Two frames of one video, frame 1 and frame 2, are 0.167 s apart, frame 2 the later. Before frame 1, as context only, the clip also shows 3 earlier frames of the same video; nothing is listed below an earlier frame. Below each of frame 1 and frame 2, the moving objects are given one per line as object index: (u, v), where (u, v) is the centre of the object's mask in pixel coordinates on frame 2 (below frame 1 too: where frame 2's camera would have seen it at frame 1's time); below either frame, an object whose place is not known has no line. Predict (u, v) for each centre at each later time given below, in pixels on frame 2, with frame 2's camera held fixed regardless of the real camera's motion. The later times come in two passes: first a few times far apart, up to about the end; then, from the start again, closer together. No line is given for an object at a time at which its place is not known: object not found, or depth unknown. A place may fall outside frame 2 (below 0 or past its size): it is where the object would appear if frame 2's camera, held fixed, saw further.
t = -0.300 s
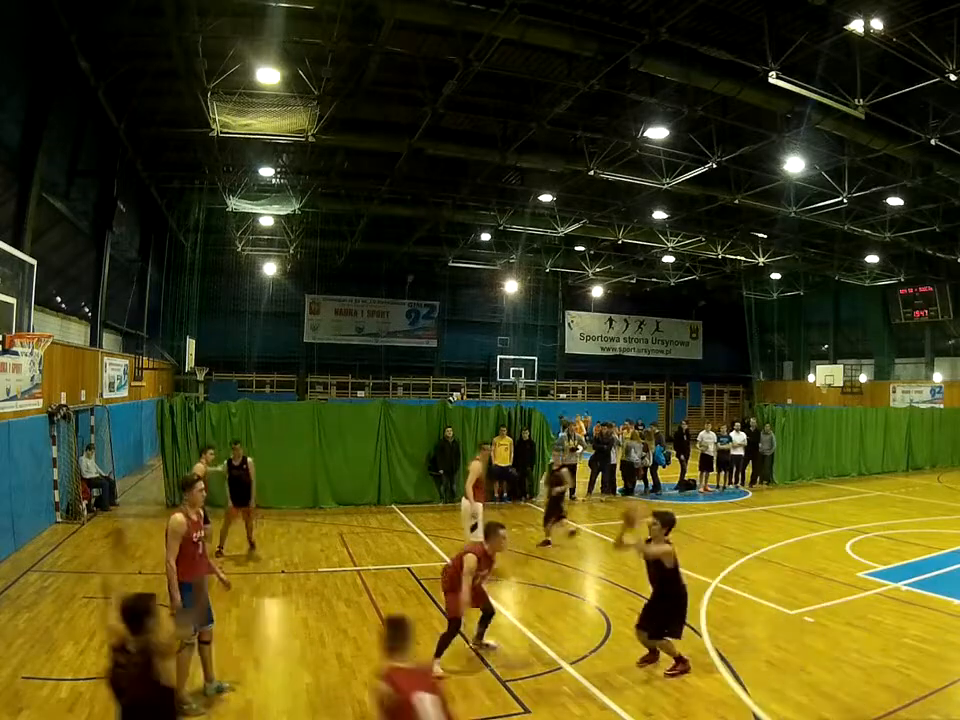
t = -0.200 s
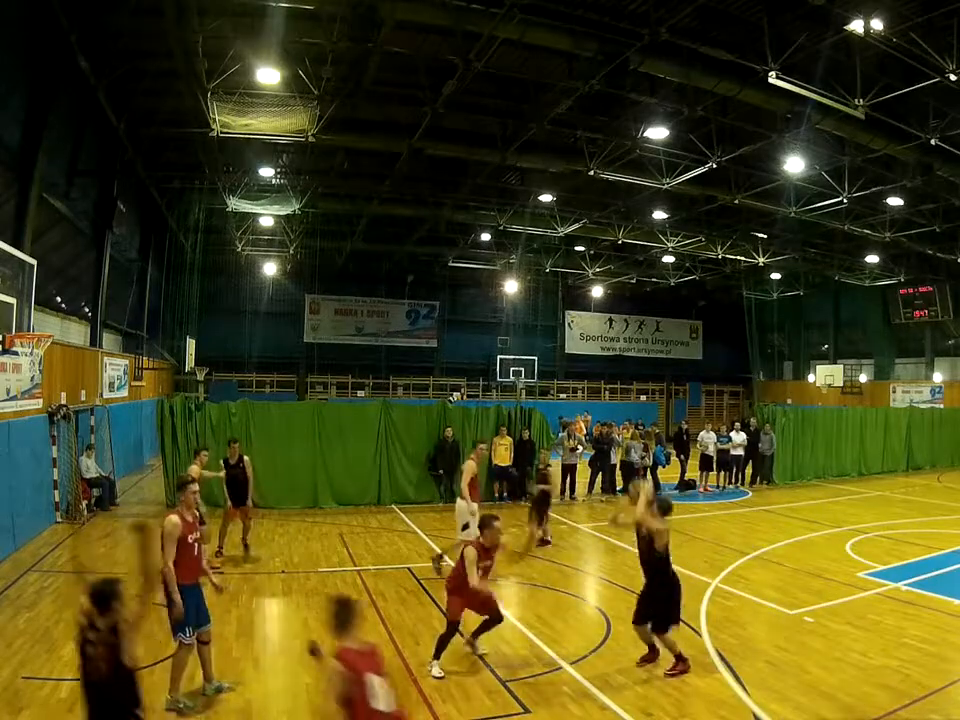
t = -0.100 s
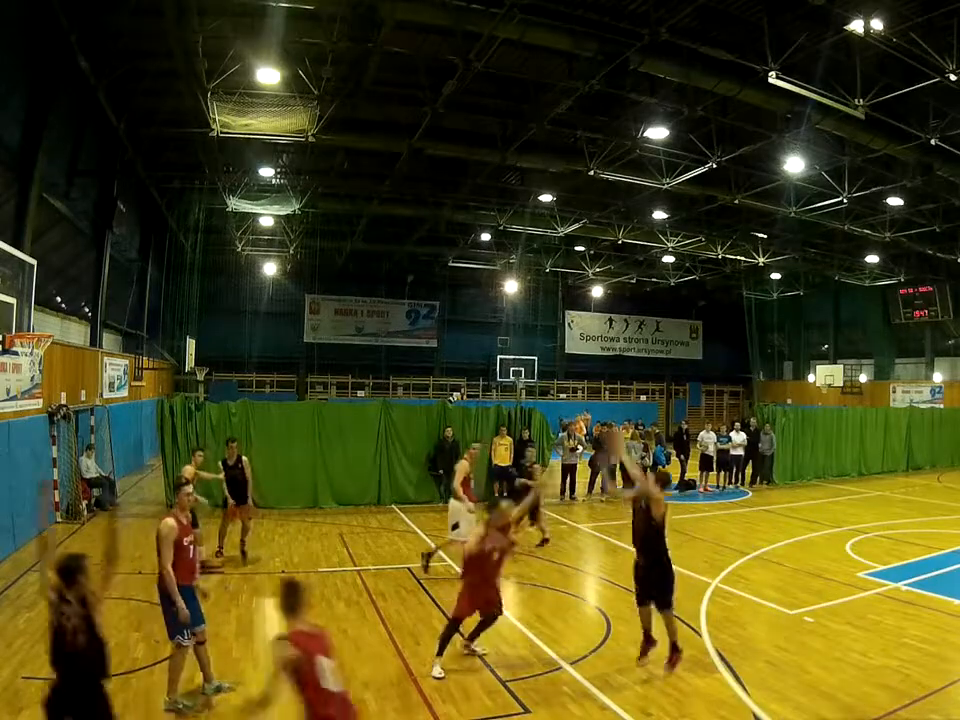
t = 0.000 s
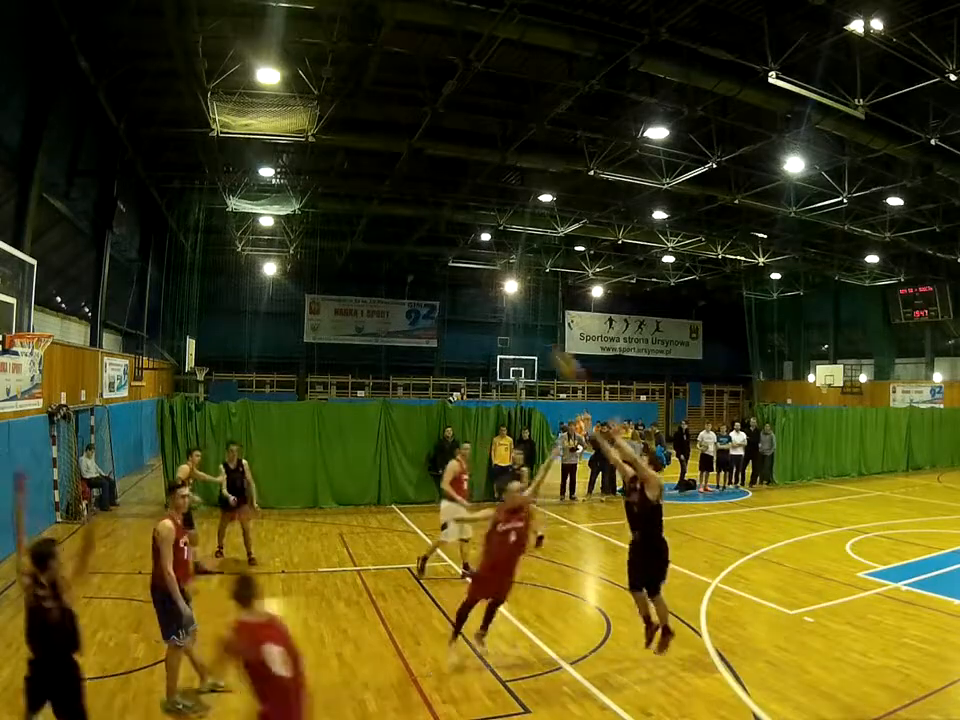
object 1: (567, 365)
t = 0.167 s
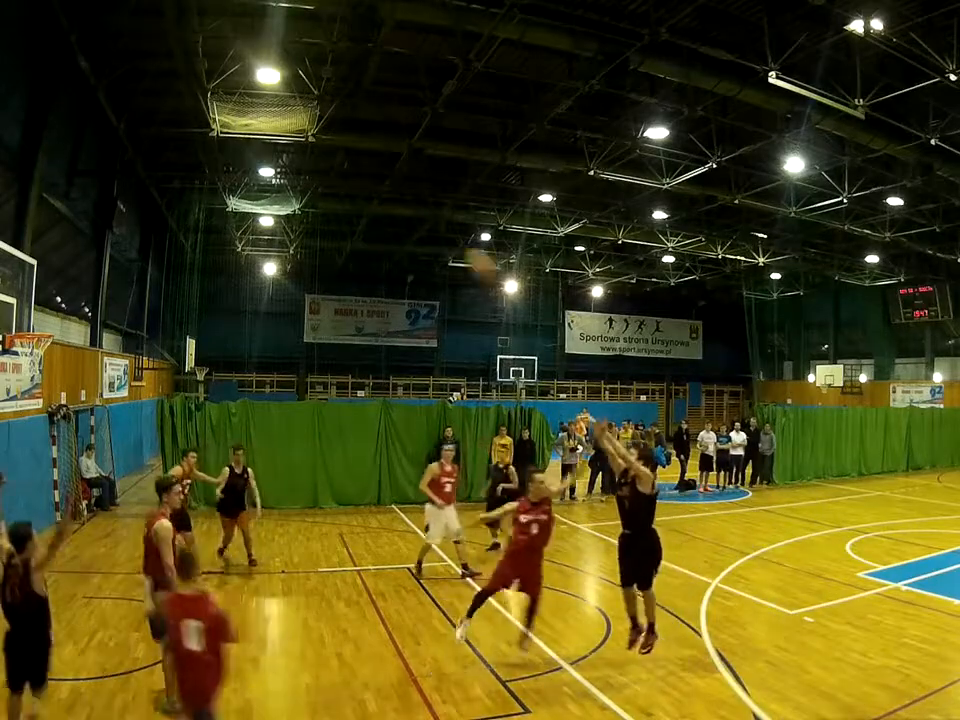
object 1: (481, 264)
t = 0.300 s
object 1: (414, 205)
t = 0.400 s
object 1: (367, 173)
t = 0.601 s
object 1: (279, 149)
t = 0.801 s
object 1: (194, 165)
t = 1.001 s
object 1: (114, 223)
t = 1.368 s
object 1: (48, 380)
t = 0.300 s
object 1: (414, 205)
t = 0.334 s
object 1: (397, 192)
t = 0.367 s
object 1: (382, 182)
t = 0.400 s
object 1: (367, 173)
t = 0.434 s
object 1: (352, 168)
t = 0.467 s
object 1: (338, 164)
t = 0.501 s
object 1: (322, 159)
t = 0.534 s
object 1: (306, 157)
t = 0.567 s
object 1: (293, 150)
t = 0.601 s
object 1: (279, 149)
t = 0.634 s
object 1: (265, 148)
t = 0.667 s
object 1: (250, 148)
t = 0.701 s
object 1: (237, 152)
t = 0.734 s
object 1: (221, 156)
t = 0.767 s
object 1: (208, 161)
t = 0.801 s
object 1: (194, 165)
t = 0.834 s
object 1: (179, 174)
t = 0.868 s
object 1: (166, 181)
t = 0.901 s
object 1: (152, 191)
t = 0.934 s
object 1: (139, 200)
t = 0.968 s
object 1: (126, 210)
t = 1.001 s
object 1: (114, 223)
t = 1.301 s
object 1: (40, 355)
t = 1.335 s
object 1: (41, 364)
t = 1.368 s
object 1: (48, 380)
